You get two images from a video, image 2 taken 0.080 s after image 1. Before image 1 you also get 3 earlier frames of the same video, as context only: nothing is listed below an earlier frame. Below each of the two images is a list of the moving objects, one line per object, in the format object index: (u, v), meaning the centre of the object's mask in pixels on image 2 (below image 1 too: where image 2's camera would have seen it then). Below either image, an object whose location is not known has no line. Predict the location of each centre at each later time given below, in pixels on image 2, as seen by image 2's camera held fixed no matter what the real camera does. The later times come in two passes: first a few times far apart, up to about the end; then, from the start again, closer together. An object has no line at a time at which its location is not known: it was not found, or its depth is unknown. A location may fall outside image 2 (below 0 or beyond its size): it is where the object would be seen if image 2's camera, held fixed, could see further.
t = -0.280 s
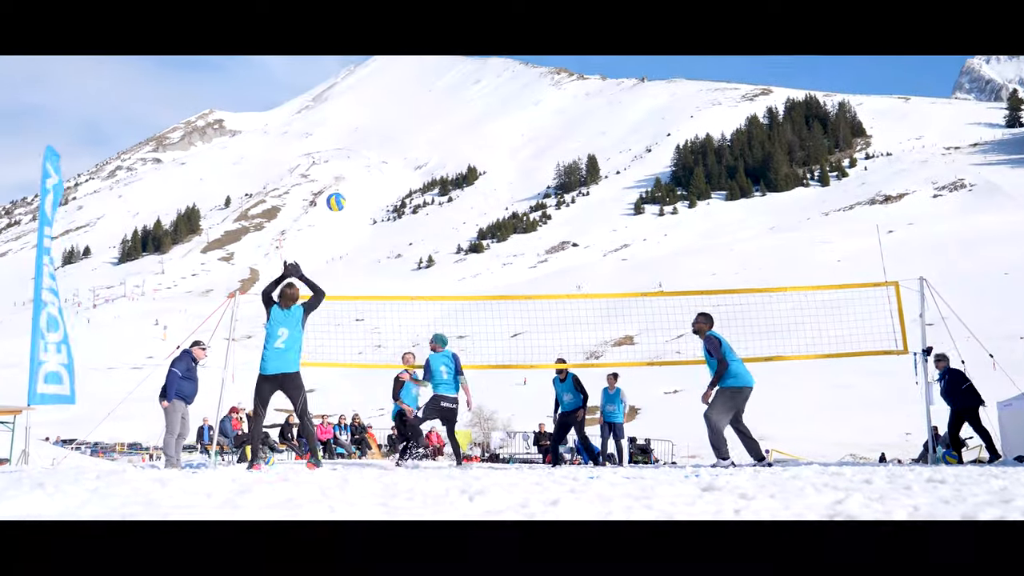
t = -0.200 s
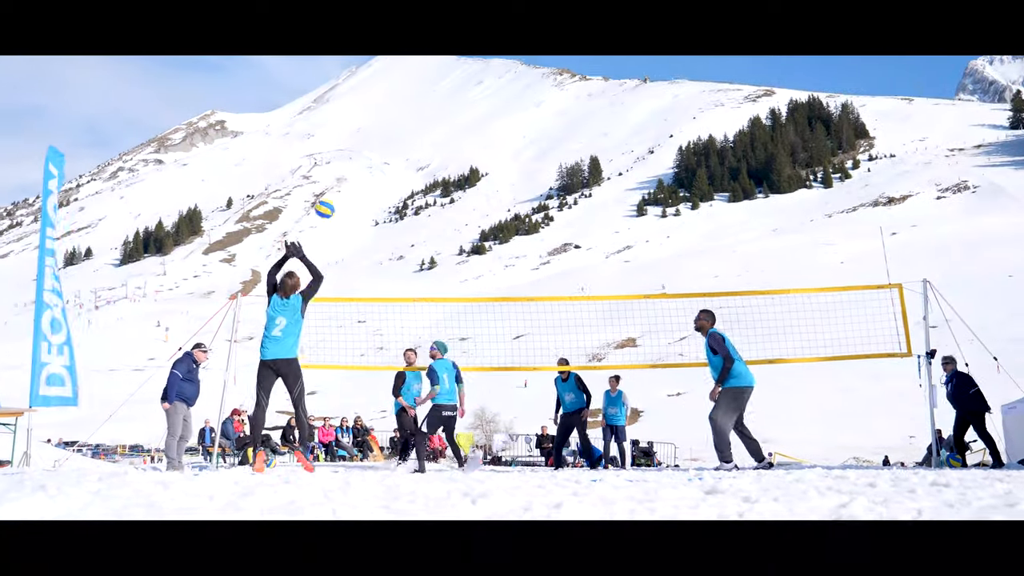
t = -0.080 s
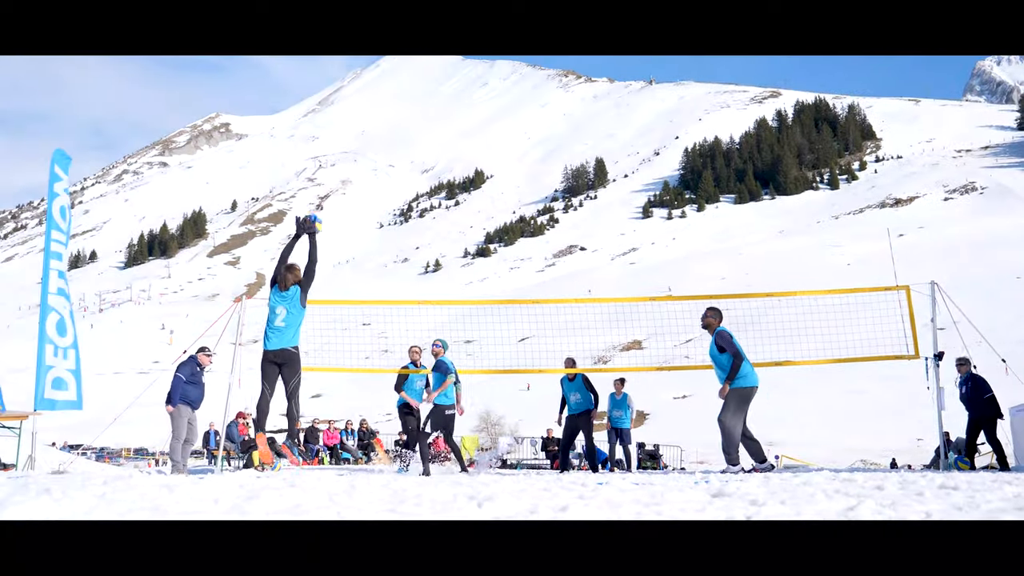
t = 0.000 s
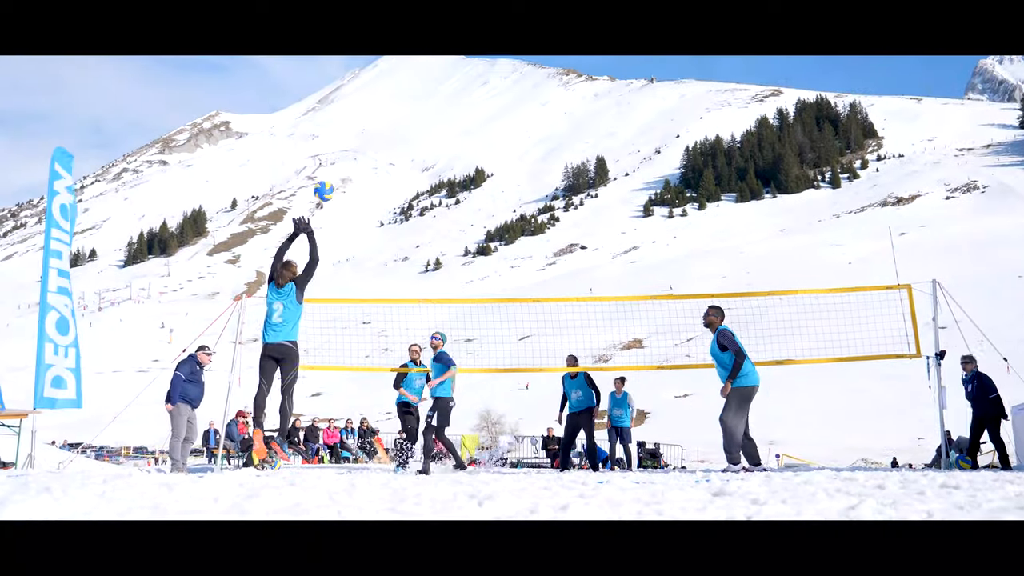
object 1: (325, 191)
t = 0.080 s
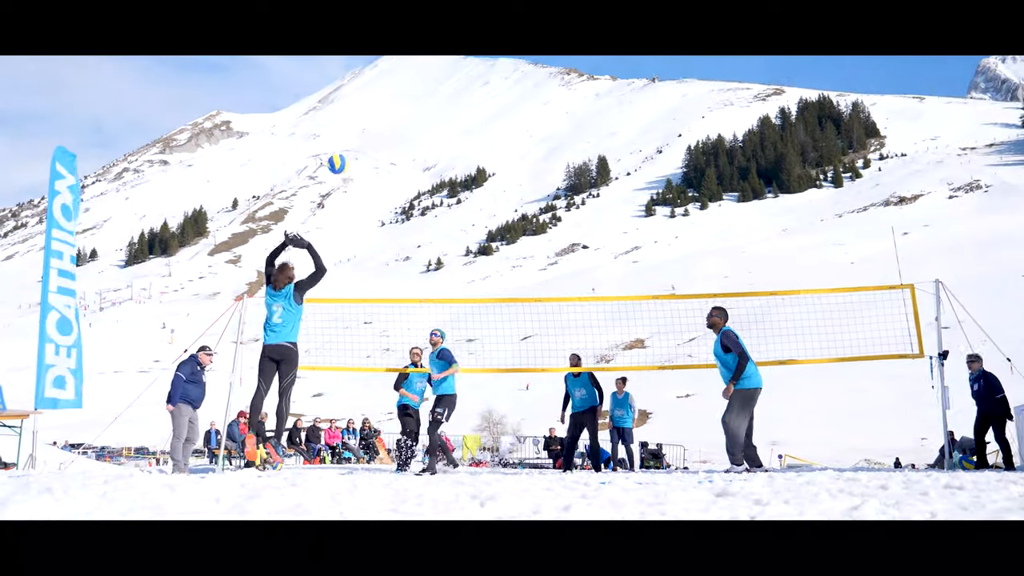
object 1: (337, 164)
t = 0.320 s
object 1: (370, 115)
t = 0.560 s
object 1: (402, 99)
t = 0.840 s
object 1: (434, 126)
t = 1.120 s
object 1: (465, 203)
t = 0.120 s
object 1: (343, 152)
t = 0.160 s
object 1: (350, 143)
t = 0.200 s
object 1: (356, 133)
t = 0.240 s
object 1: (359, 129)
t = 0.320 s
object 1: (370, 115)
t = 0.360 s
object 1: (375, 109)
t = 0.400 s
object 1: (380, 106)
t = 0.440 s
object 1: (385, 103)
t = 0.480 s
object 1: (390, 101)
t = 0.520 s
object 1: (395, 100)
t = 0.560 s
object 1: (402, 99)
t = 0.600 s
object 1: (407, 100)
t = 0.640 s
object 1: (410, 102)
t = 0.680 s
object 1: (415, 106)
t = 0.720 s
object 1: (420, 109)
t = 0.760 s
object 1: (424, 113)
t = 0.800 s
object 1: (430, 120)
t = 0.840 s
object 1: (434, 126)
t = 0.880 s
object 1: (438, 133)
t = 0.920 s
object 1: (444, 145)
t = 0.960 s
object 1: (448, 154)
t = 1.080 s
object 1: (461, 191)
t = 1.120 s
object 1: (465, 203)
